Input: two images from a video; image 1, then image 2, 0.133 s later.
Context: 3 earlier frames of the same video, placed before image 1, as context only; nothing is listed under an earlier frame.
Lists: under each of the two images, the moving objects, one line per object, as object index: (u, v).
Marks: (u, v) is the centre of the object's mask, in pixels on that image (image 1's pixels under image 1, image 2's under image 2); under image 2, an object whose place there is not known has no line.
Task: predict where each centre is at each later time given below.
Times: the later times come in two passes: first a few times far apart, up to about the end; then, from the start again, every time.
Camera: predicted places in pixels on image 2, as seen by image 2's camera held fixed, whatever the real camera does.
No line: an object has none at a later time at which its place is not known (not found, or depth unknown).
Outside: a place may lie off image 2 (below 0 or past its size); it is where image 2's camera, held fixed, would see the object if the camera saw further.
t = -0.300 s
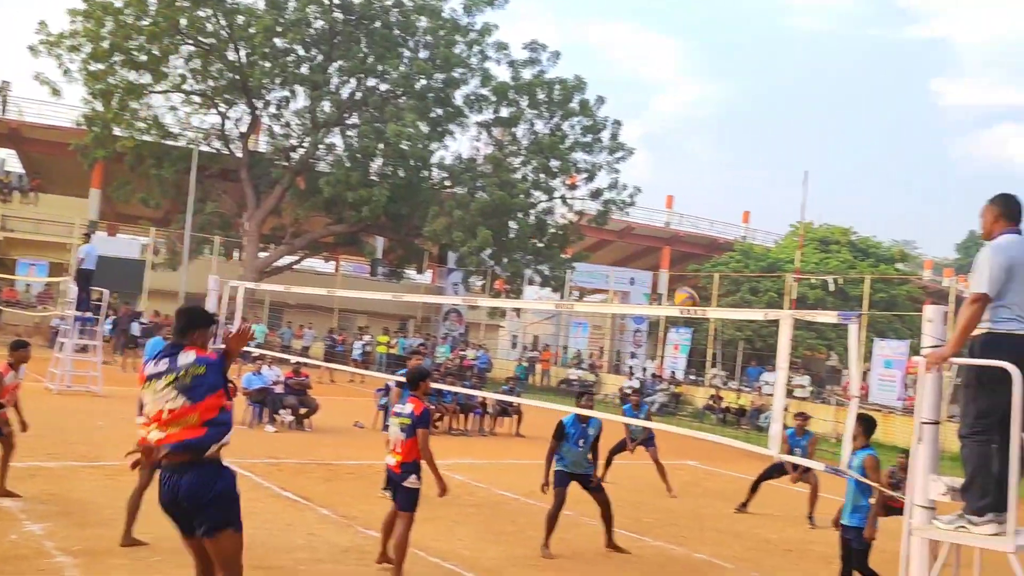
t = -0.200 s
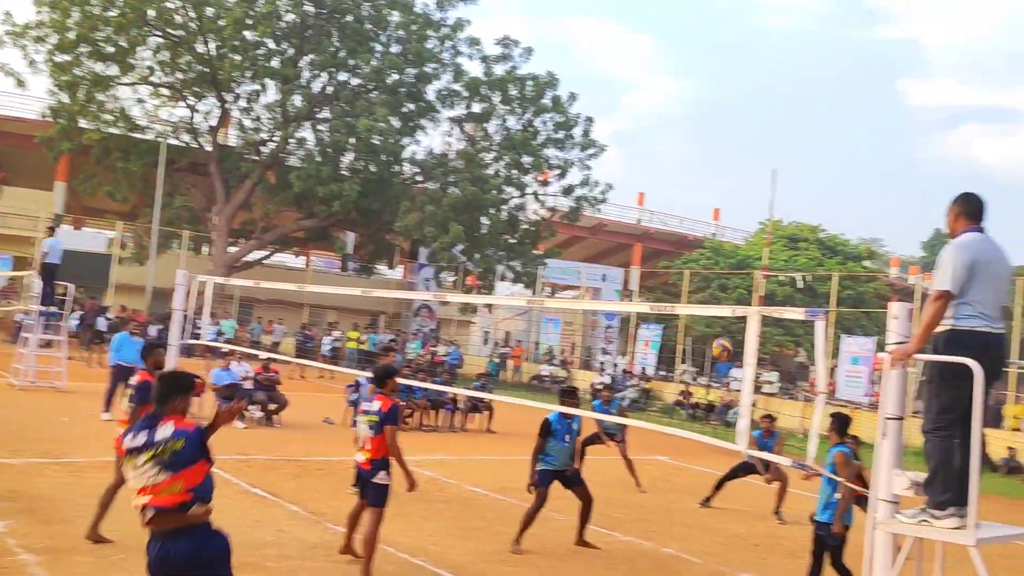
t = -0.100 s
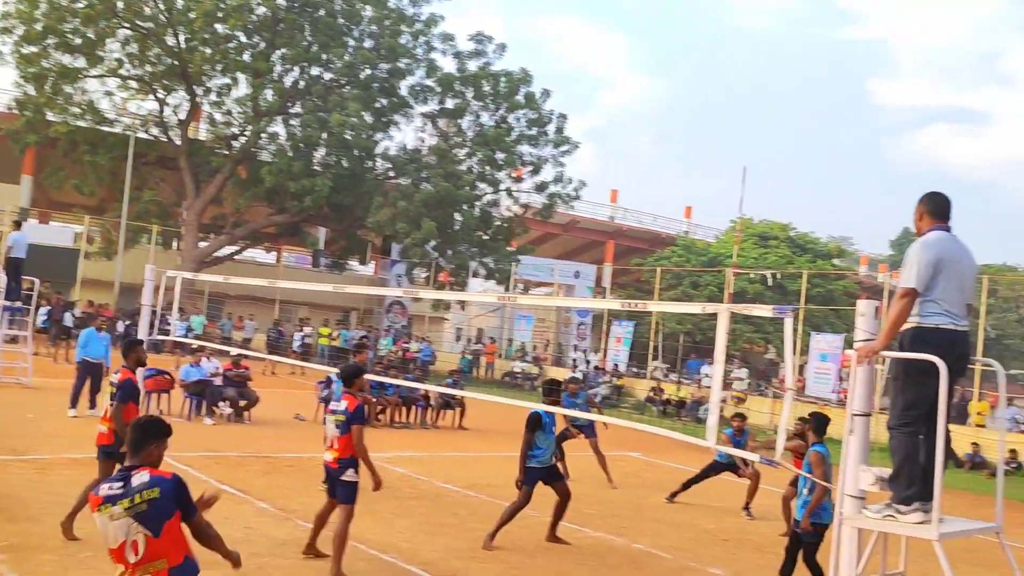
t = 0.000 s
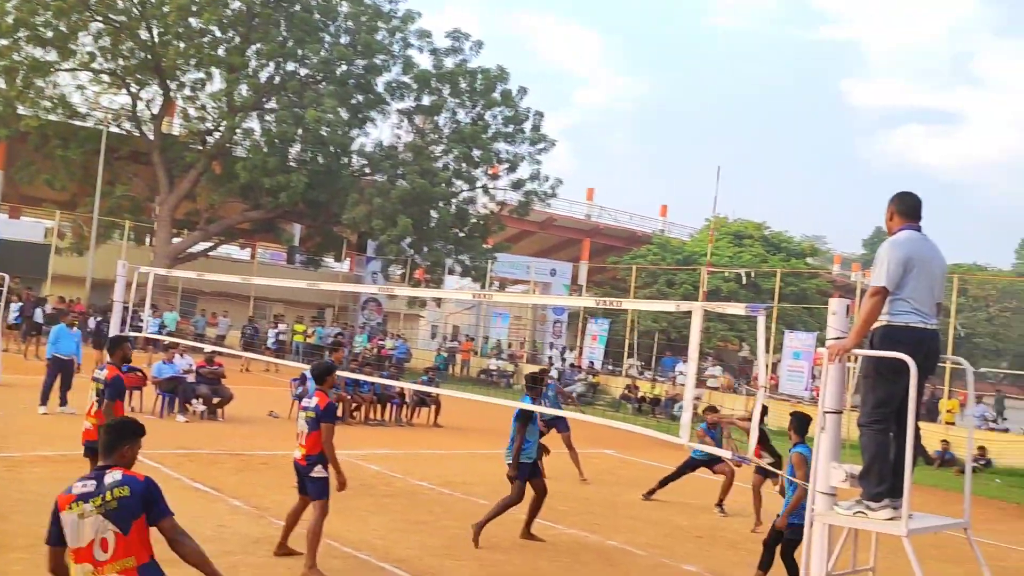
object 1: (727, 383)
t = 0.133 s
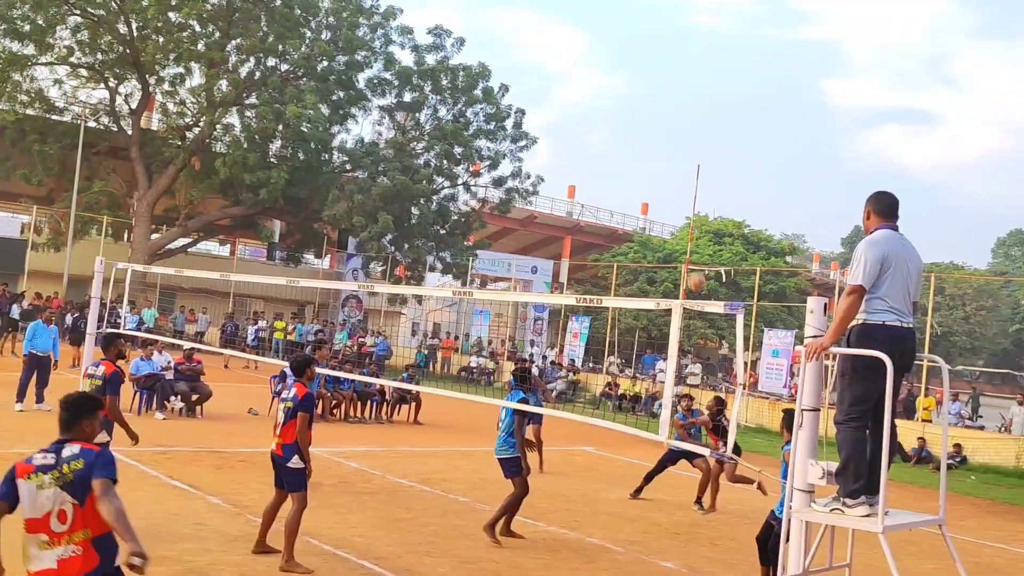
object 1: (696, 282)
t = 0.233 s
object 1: (688, 216)
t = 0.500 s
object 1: (672, 75)
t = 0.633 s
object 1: (661, 24)
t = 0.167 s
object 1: (695, 258)
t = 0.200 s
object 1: (693, 237)
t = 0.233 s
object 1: (688, 216)
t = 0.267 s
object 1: (688, 196)
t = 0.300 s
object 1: (686, 176)
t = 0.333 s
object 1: (684, 157)
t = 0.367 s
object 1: (682, 139)
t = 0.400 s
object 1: (679, 122)
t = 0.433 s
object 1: (677, 105)
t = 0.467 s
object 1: (674, 90)
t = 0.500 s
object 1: (672, 75)
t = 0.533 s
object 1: (669, 60)
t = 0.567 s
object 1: (667, 47)
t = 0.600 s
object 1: (664, 35)
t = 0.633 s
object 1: (661, 24)
